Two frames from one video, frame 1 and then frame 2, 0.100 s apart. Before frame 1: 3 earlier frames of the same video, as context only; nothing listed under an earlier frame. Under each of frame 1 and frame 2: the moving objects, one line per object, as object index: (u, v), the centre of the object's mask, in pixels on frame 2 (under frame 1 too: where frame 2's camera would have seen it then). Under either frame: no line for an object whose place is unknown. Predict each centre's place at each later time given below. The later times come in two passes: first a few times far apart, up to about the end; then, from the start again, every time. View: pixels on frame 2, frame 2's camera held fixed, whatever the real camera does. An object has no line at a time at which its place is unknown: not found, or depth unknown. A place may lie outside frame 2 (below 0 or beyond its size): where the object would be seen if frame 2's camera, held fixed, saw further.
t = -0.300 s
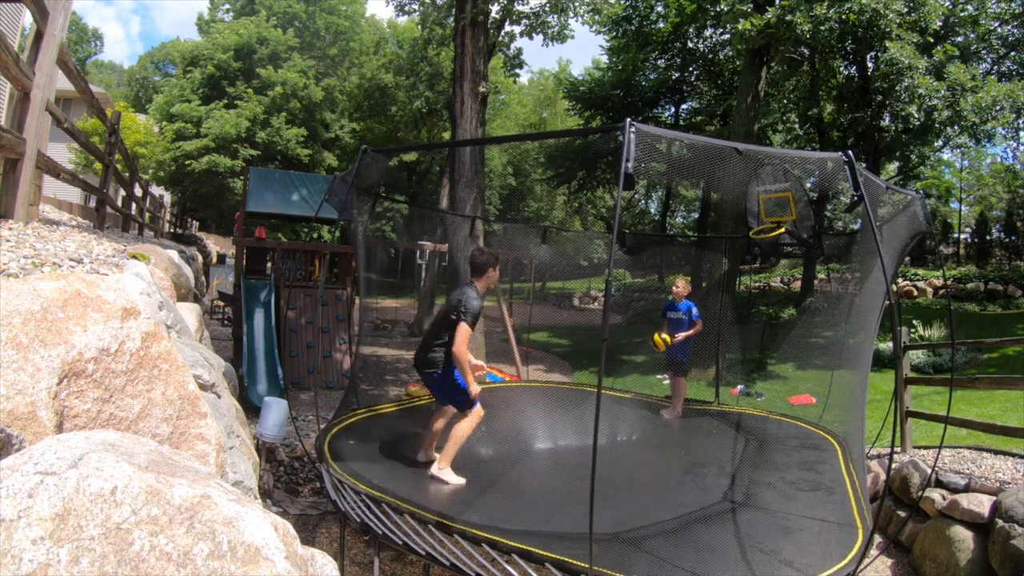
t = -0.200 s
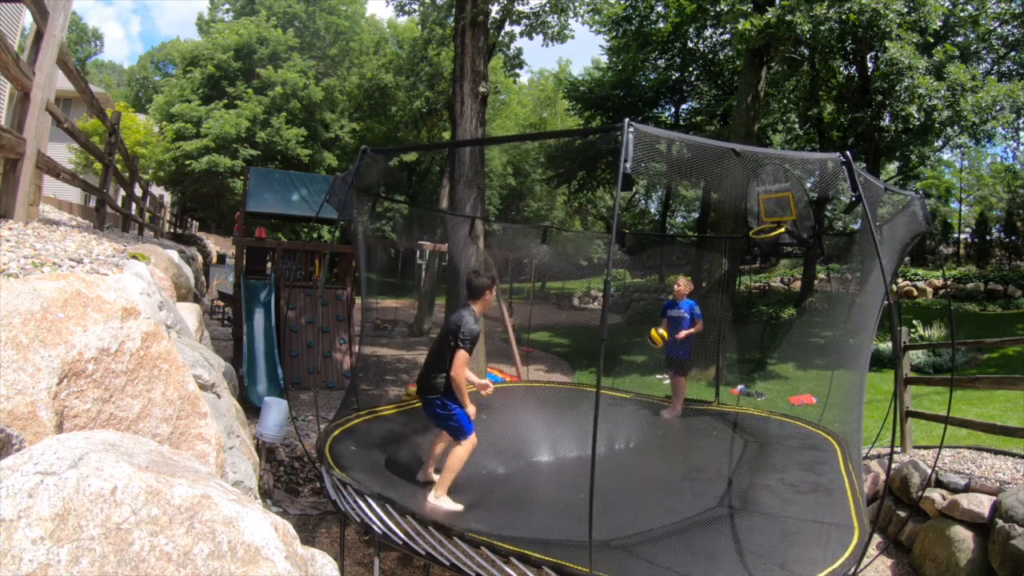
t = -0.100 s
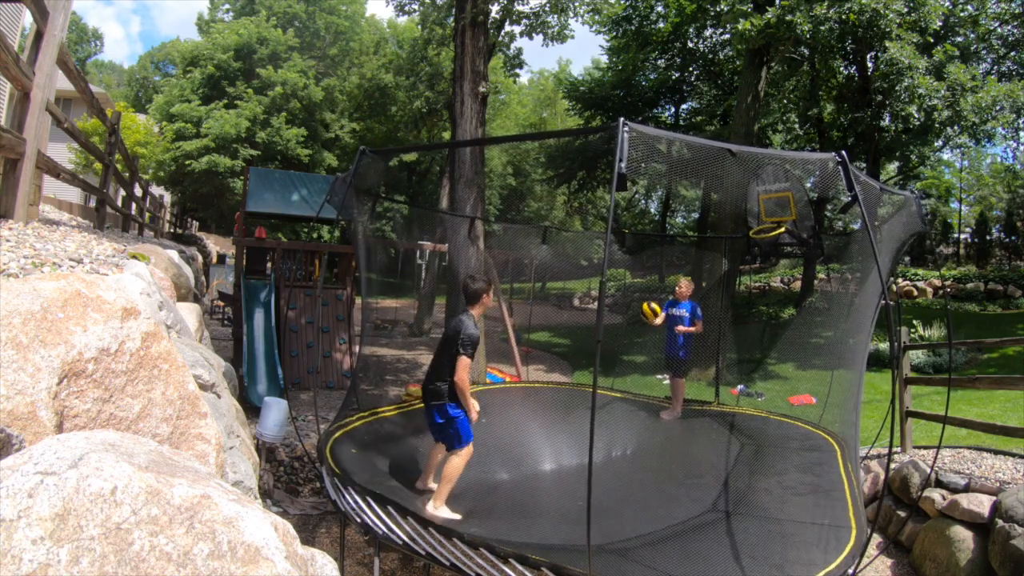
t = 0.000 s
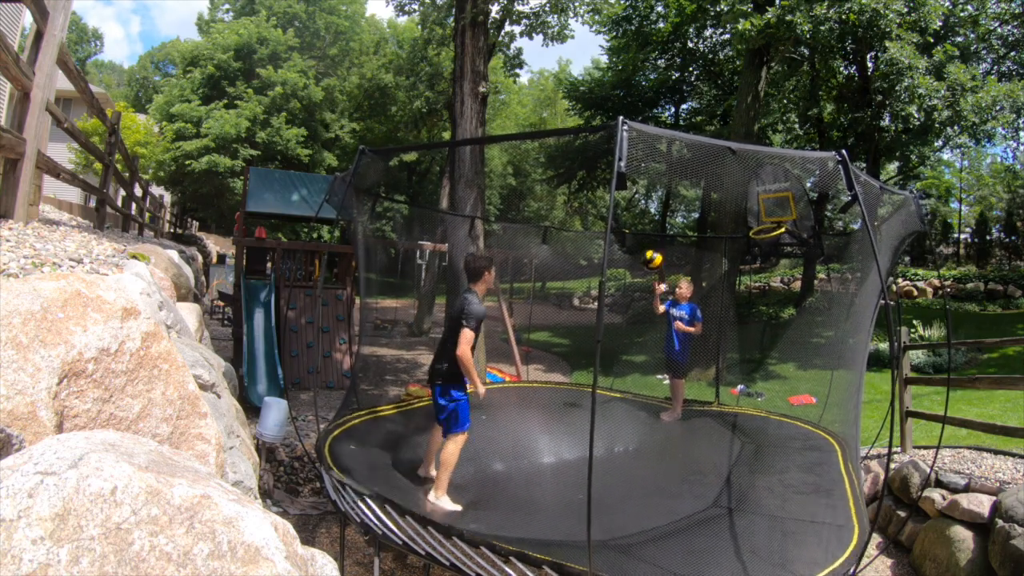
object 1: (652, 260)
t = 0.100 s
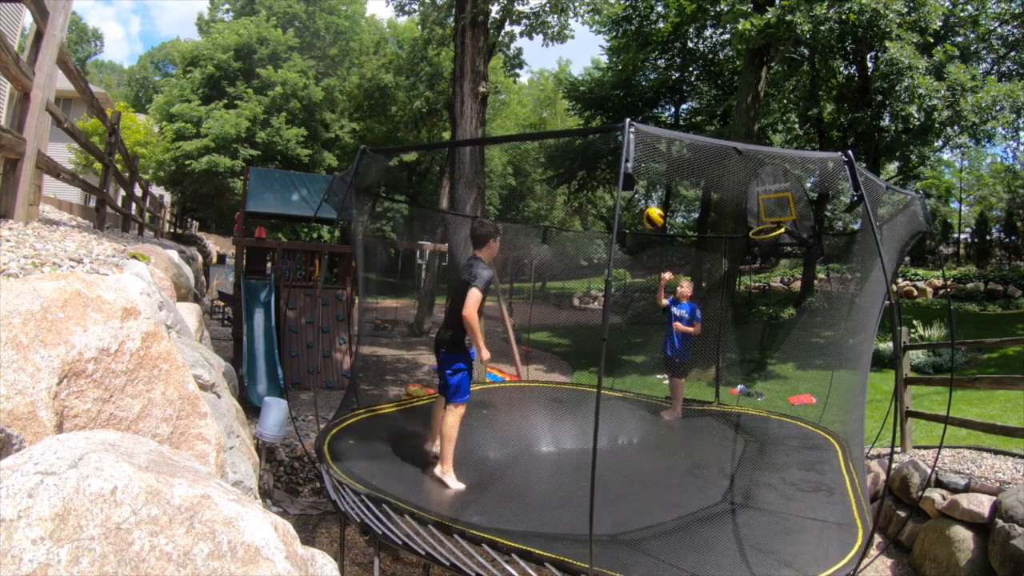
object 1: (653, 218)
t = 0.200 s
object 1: (655, 183)
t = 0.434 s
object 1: (653, 140)
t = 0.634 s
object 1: (651, 144)
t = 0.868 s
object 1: (642, 212)
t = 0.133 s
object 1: (654, 205)
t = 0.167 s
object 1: (655, 193)
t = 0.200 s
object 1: (655, 183)
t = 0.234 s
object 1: (656, 174)
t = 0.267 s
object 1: (656, 165)
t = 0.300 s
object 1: (656, 158)
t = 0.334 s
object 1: (657, 147)
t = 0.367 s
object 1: (655, 143)
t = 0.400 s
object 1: (654, 142)
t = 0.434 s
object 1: (653, 140)
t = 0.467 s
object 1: (653, 141)
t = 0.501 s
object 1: (653, 139)
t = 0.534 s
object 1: (652, 139)
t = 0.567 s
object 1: (651, 140)
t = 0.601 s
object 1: (652, 141)
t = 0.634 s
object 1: (651, 144)
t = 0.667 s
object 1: (652, 145)
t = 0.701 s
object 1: (649, 154)
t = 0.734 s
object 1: (647, 163)
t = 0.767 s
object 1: (646, 174)
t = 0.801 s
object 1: (645, 184)
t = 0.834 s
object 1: (643, 198)
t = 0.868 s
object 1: (642, 212)
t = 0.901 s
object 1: (640, 229)
